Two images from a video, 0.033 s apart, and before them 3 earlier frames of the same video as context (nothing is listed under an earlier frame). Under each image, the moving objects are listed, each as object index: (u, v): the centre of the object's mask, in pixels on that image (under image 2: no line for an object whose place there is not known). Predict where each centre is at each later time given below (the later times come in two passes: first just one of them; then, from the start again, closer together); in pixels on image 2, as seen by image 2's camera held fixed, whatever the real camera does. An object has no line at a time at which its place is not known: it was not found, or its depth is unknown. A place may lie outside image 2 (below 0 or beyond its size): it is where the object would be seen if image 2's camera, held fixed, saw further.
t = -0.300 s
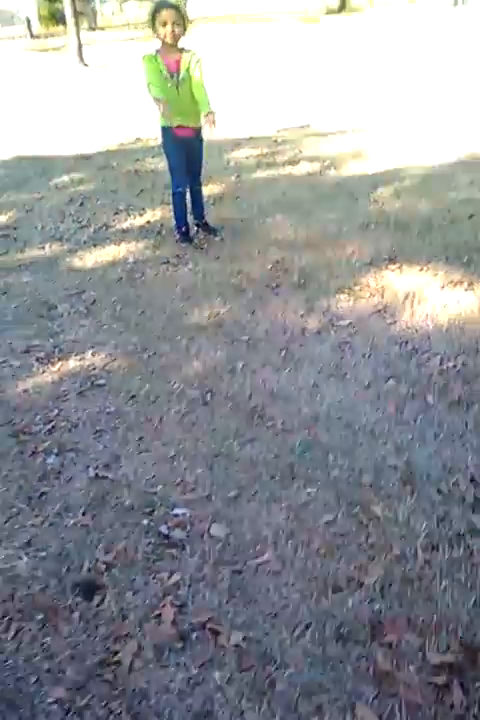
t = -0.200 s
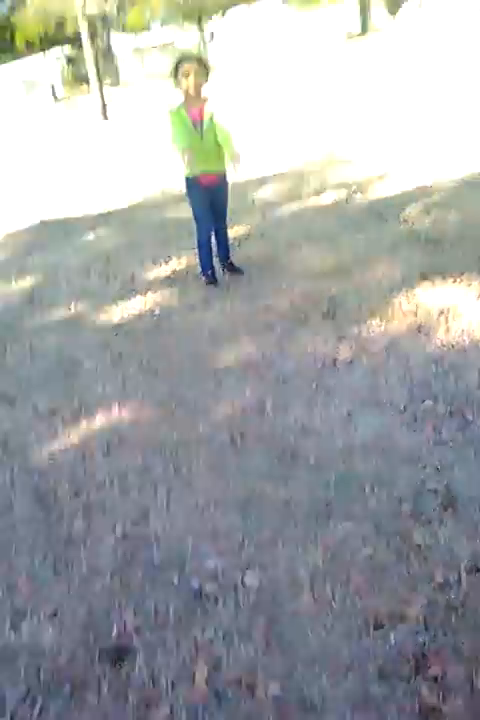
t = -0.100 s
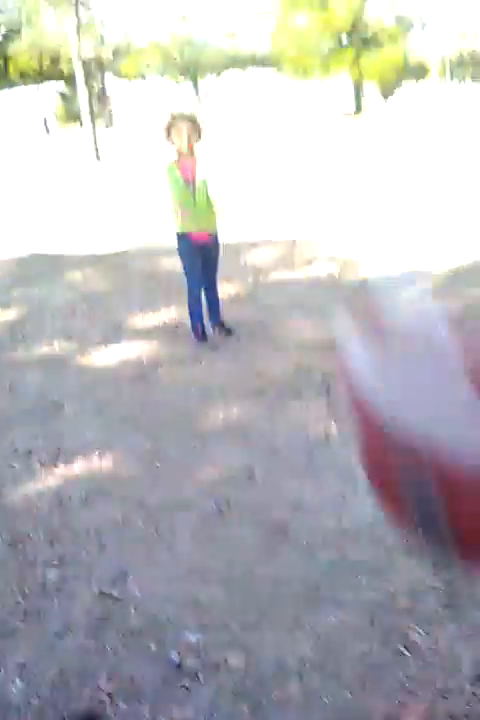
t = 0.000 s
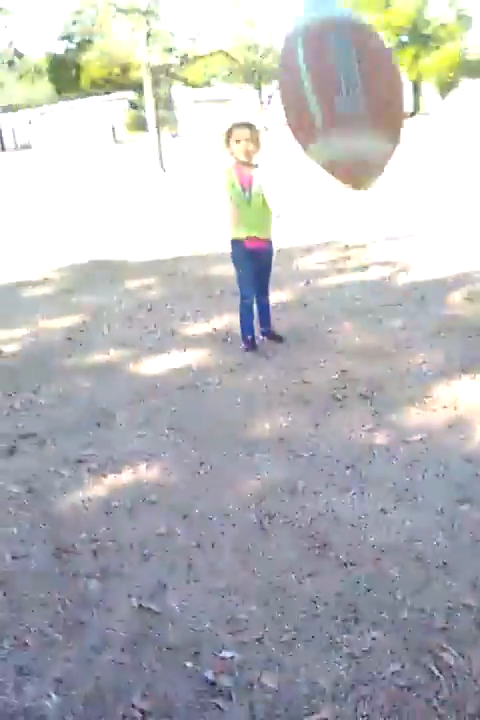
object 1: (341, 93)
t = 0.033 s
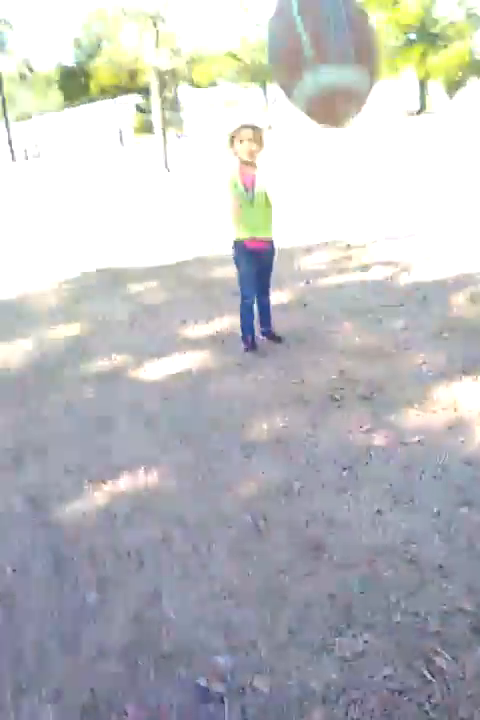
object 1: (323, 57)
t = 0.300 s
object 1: (244, 50)
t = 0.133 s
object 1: (273, 14)
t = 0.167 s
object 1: (266, 16)
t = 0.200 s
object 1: (254, 21)
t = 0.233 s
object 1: (254, 29)
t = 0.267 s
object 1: (250, 36)
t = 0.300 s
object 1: (244, 50)
